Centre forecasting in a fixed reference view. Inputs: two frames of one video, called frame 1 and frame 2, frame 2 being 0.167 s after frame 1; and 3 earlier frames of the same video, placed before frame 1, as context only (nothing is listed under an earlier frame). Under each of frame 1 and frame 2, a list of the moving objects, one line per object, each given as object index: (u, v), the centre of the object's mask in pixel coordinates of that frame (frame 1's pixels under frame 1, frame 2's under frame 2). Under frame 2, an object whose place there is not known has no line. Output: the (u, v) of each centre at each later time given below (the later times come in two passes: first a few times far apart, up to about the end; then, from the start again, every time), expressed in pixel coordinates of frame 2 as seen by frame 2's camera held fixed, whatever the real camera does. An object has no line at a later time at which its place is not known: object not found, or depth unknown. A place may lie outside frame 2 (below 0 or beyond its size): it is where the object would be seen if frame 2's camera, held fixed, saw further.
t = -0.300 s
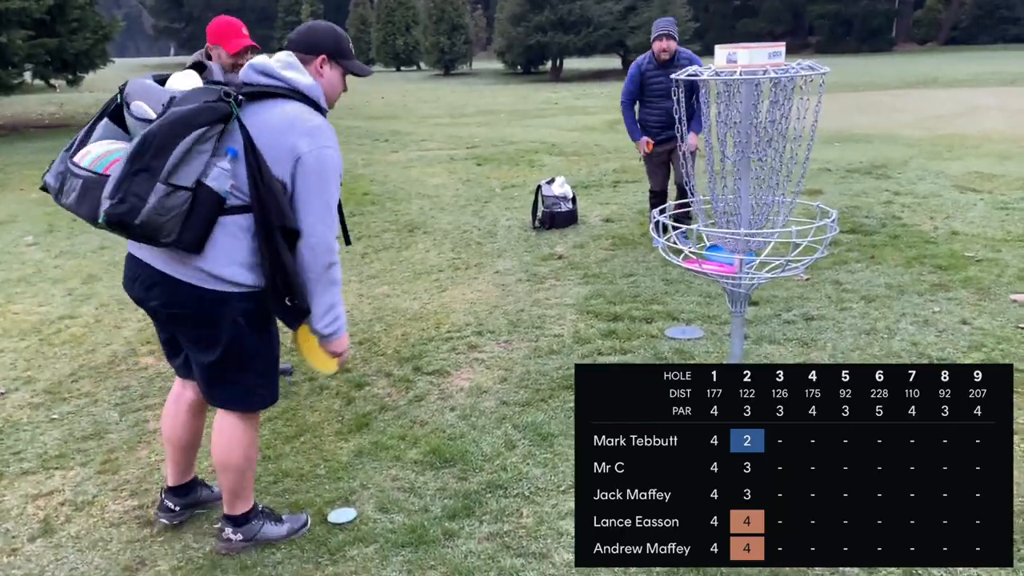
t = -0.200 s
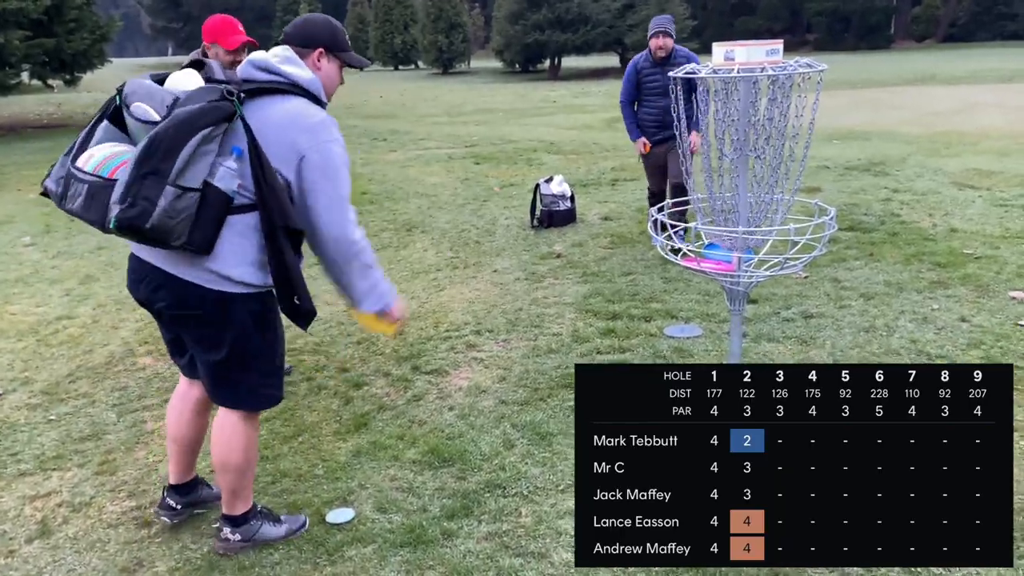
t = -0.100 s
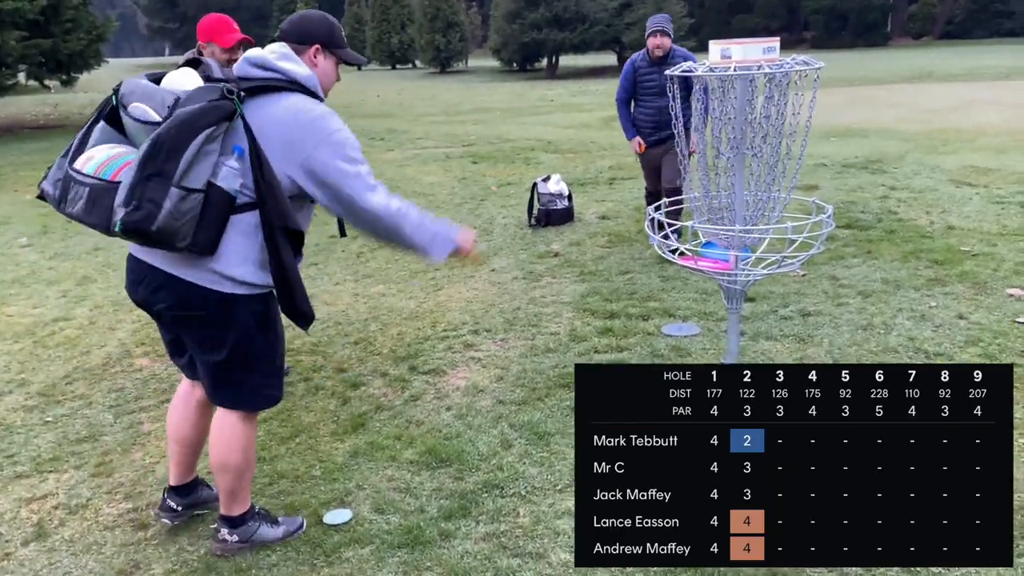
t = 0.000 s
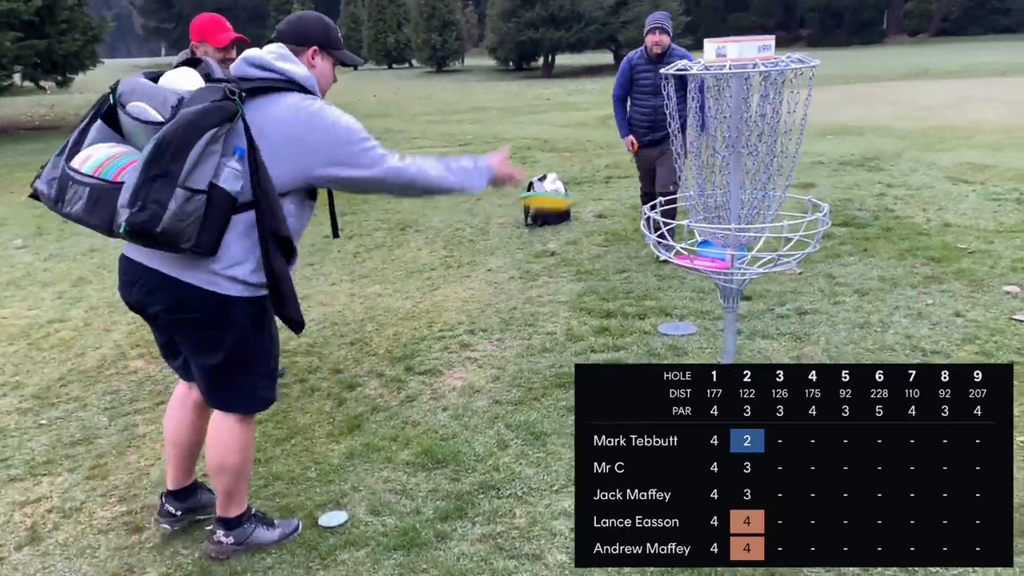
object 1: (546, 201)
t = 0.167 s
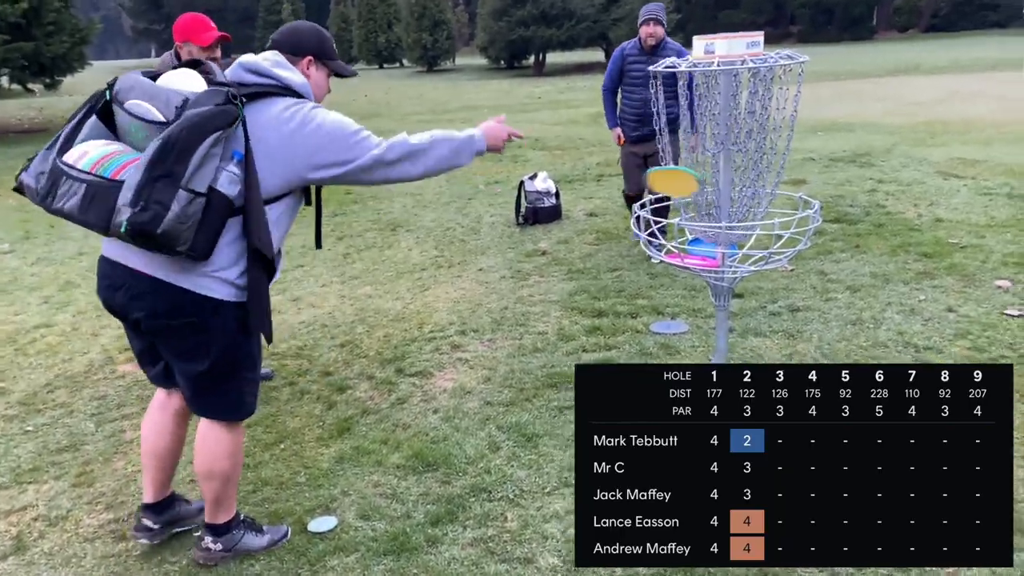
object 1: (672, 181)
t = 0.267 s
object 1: (699, 183)
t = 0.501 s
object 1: (703, 212)
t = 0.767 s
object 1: (693, 219)
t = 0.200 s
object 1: (685, 181)
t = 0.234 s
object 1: (692, 181)
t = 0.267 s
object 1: (699, 183)
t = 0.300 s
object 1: (706, 187)
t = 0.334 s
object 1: (709, 193)
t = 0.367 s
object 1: (709, 197)
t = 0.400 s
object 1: (709, 200)
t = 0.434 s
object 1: (706, 204)
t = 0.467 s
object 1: (705, 208)
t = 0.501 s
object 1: (703, 212)
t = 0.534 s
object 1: (702, 215)
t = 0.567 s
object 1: (700, 216)
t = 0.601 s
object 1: (699, 217)
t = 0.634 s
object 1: (698, 217)
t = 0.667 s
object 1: (696, 218)
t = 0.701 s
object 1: (695, 219)
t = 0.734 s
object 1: (694, 220)
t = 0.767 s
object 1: (693, 219)
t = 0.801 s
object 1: (696, 219)
